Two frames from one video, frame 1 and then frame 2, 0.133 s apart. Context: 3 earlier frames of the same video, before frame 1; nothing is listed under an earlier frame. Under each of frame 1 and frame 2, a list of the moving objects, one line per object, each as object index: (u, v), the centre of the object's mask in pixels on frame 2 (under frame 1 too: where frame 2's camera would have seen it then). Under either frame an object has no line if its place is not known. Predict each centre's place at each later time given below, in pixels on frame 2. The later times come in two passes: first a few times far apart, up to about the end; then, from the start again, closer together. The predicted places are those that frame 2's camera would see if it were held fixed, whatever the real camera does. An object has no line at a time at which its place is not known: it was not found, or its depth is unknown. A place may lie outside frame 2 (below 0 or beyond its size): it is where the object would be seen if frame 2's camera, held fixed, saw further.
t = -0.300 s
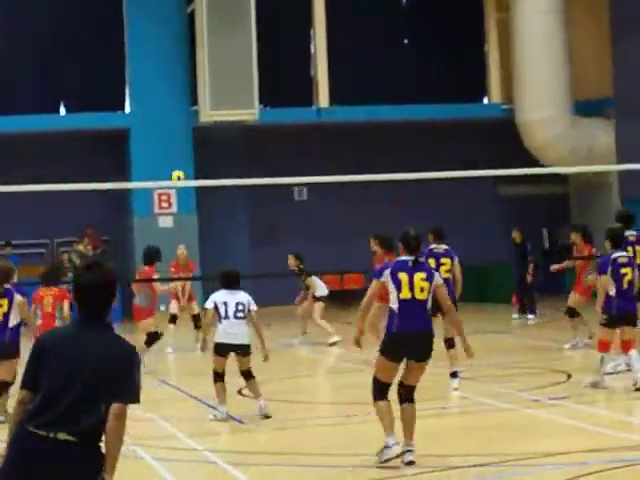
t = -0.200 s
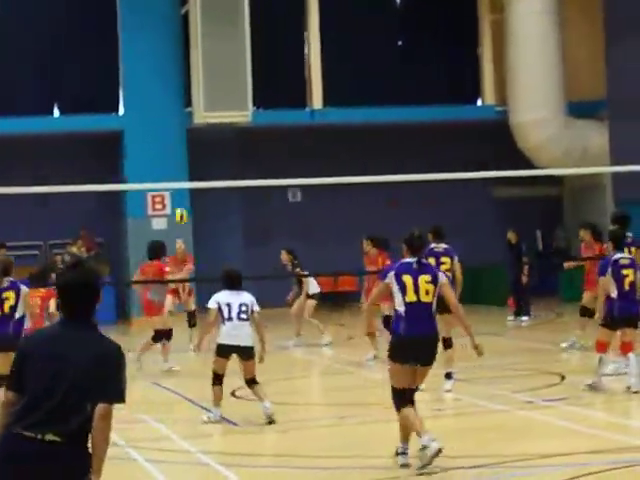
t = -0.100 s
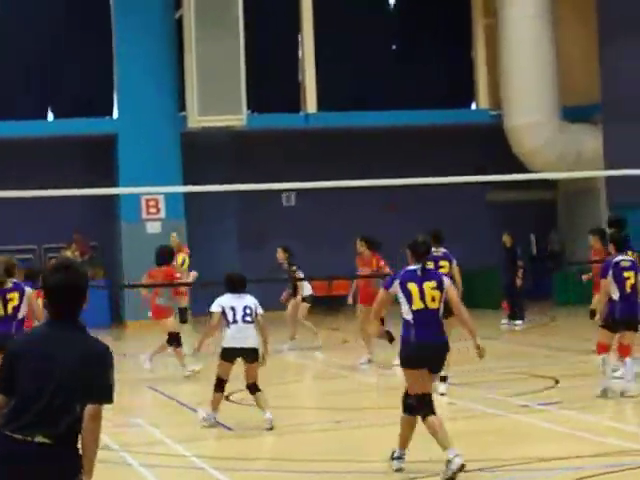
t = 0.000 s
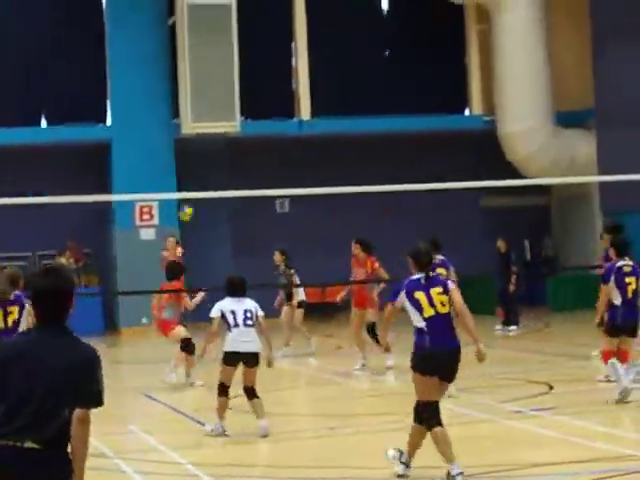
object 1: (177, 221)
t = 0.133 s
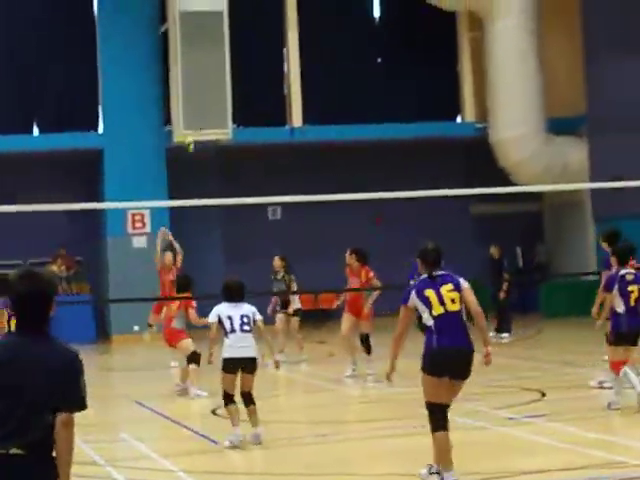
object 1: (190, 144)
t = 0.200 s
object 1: (199, 106)
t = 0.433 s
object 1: (231, 12)
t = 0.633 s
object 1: (258, -39)
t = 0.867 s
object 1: (295, -63)
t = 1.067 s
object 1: (328, -53)
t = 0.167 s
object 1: (195, 123)
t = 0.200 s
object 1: (199, 106)
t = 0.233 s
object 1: (203, 90)
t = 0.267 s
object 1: (205, 75)
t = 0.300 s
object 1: (211, 61)
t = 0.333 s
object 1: (216, 47)
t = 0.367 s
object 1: (220, 35)
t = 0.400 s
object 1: (226, 24)
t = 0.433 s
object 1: (231, 12)
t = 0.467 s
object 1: (233, 2)
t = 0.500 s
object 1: (238, -8)
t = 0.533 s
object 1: (243, -17)
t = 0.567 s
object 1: (248, -26)
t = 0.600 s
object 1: (253, -33)
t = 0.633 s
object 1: (258, -39)
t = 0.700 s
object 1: (268, -50)
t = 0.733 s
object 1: (273, -53)
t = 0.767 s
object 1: (278, -56)
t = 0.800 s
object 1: (284, -59)
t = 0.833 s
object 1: (290, -62)
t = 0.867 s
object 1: (295, -63)
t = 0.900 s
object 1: (299, -65)
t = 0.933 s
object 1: (304, -64)
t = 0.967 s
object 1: (311, -62)
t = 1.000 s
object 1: (316, -60)
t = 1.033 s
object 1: (322, -57)
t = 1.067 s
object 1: (328, -53)
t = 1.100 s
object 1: (333, -48)
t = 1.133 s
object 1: (339, -42)
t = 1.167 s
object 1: (345, -36)
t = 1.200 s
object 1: (351, -28)
